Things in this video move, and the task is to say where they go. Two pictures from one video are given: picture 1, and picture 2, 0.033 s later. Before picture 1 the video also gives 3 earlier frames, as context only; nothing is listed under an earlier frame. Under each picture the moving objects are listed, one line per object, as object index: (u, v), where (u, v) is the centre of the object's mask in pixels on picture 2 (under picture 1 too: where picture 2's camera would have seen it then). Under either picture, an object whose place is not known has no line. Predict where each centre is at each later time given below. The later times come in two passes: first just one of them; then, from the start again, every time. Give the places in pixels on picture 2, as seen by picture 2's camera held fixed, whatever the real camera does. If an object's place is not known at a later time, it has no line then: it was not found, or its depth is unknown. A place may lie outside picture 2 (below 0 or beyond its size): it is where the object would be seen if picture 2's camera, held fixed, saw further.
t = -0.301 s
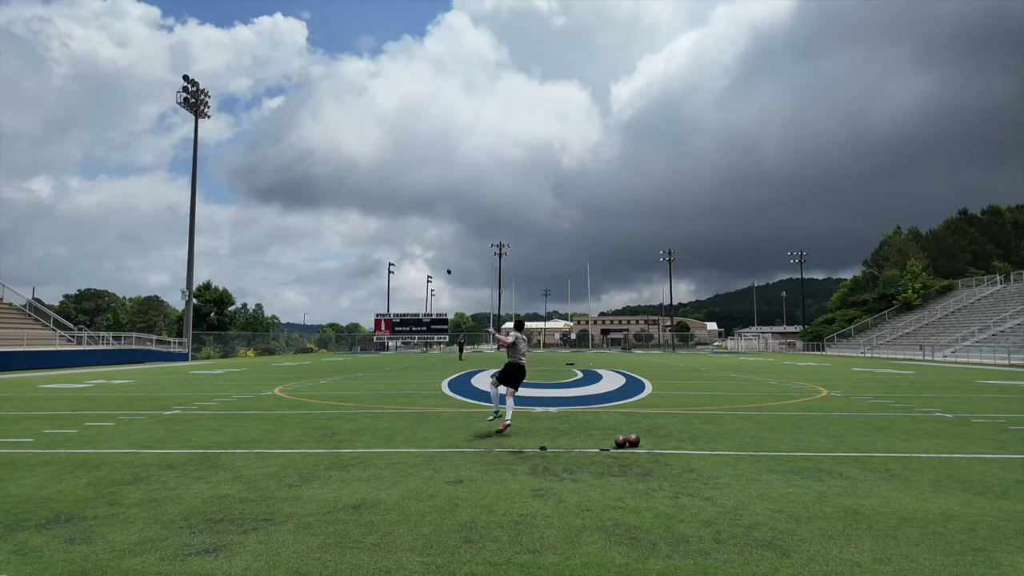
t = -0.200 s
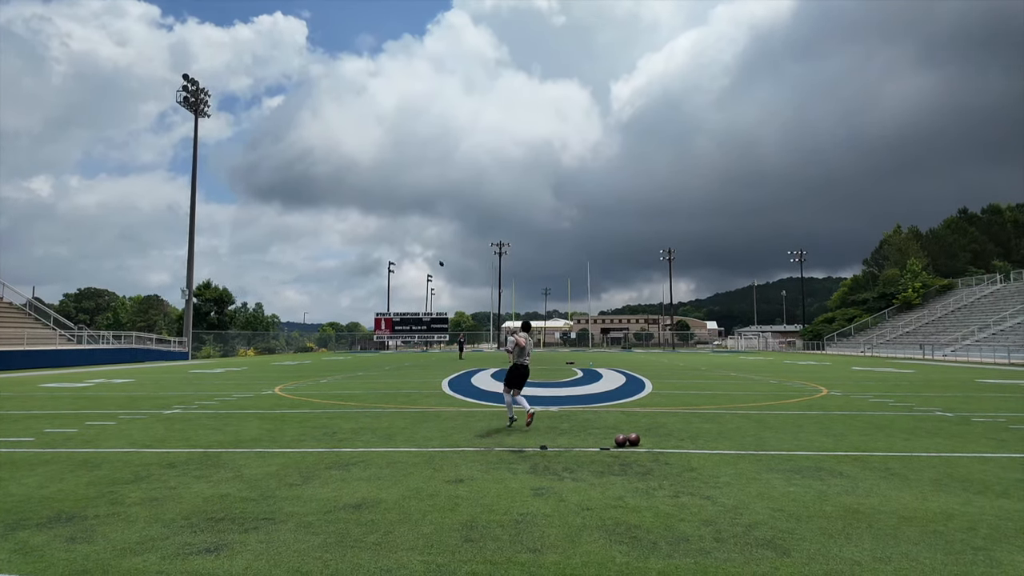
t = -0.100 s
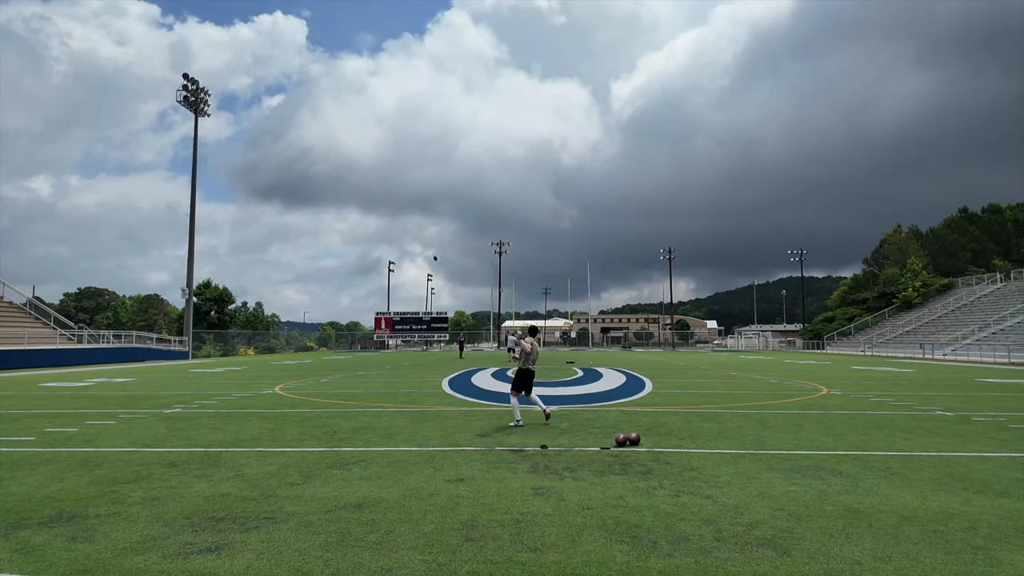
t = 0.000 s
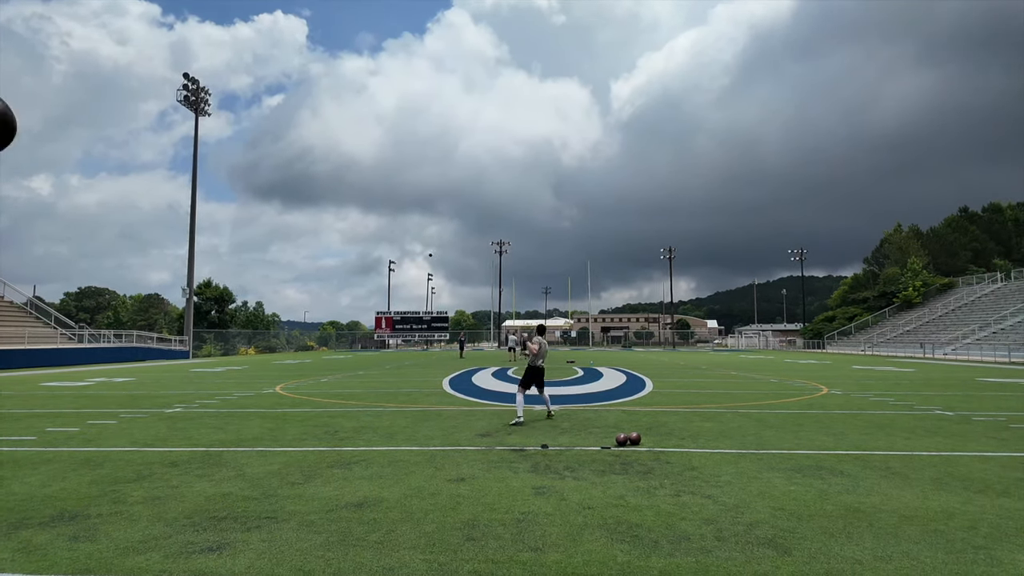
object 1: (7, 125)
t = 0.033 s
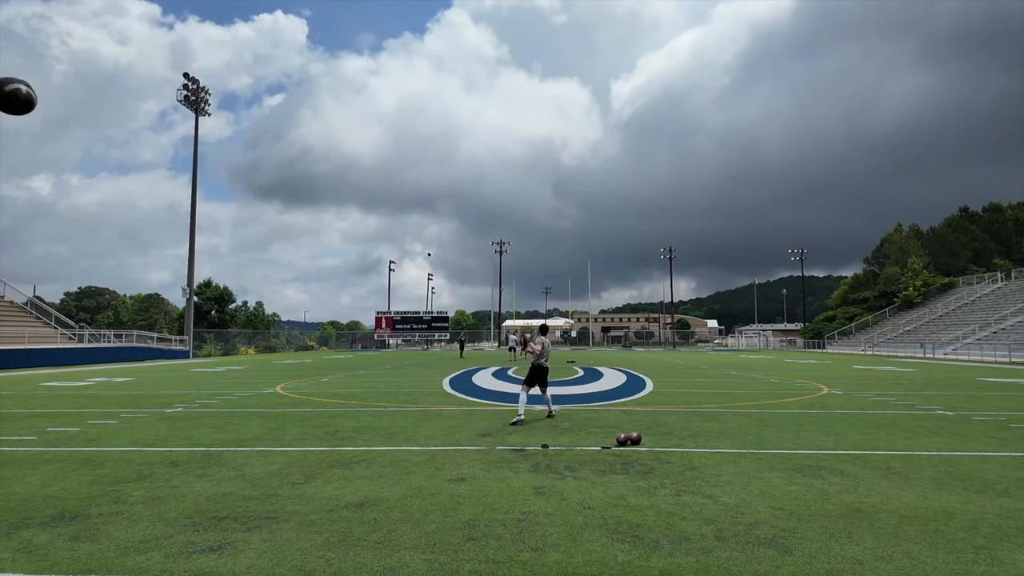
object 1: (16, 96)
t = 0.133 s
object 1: (77, 17)
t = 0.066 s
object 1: (31, 68)
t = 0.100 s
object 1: (50, 29)
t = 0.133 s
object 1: (77, 17)
